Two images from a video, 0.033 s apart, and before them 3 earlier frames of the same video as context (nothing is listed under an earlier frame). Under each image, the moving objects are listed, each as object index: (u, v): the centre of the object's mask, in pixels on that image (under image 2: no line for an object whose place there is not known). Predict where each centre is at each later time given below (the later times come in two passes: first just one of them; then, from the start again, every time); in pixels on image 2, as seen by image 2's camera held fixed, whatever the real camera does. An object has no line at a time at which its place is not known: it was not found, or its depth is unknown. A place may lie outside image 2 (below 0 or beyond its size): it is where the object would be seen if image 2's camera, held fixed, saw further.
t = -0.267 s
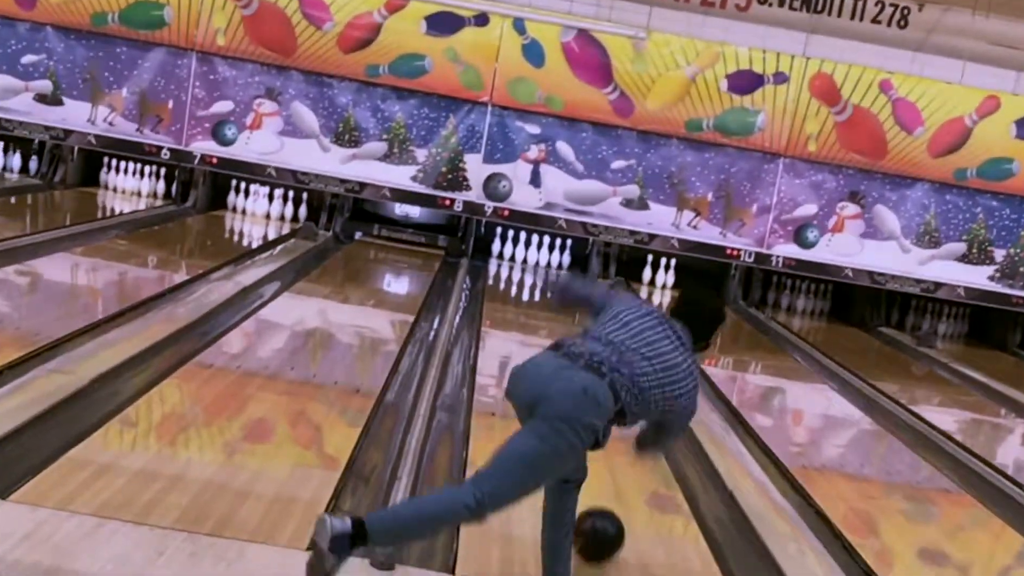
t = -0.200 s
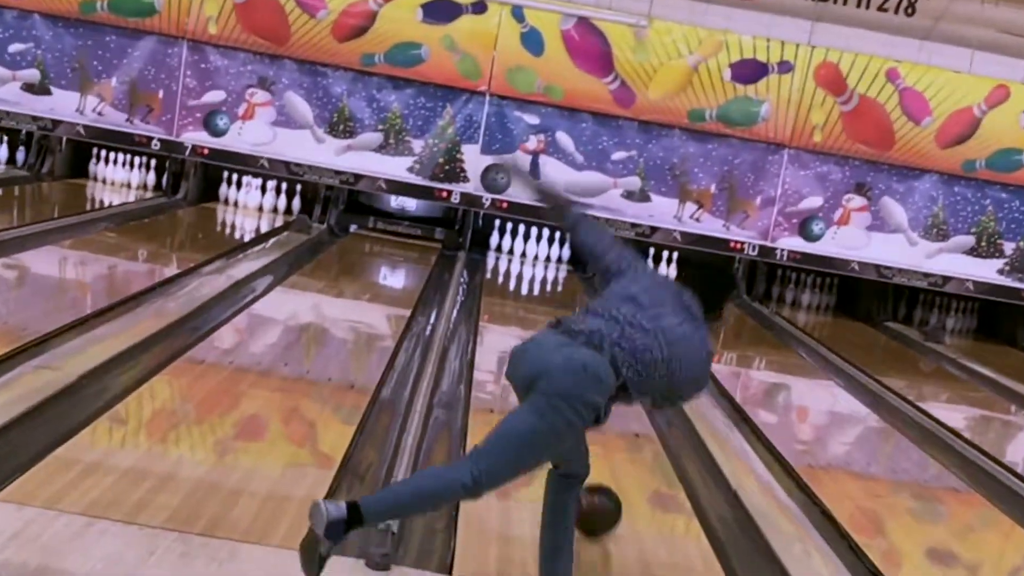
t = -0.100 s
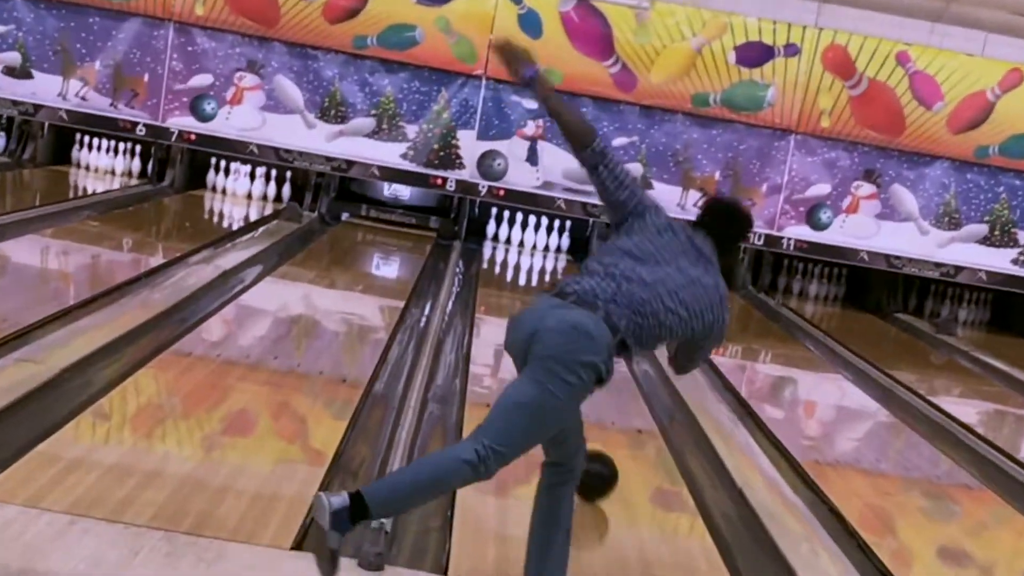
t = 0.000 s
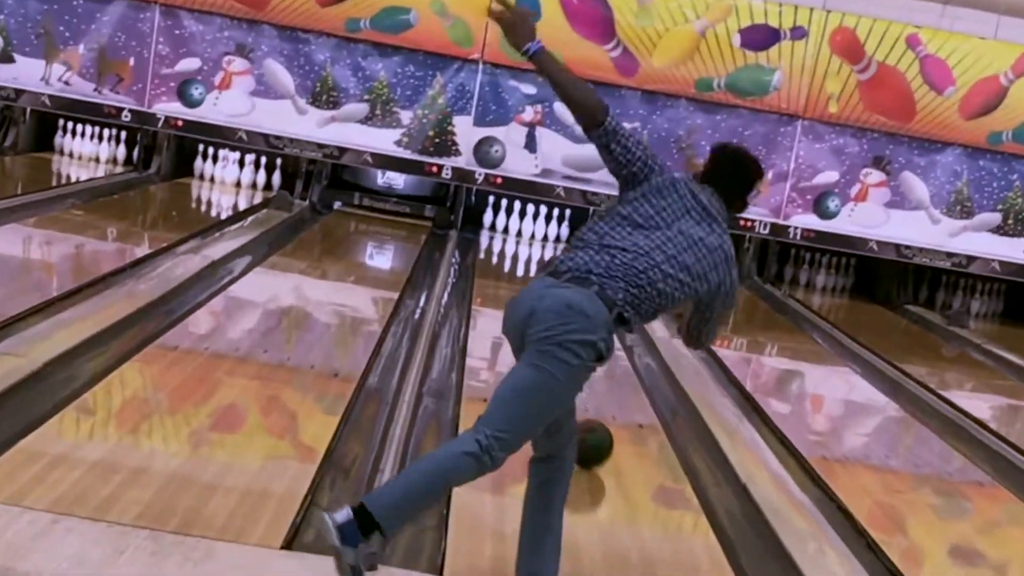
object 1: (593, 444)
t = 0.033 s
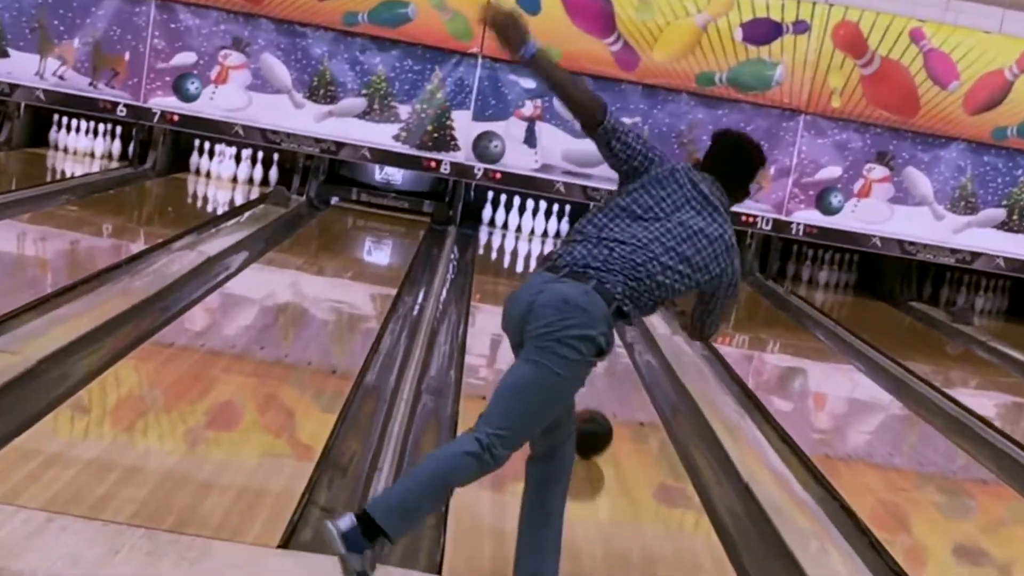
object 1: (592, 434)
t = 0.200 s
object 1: (591, 400)
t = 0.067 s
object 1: (591, 425)
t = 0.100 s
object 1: (590, 417)
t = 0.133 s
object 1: (590, 411)
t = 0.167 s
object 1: (590, 405)
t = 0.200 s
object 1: (591, 400)
